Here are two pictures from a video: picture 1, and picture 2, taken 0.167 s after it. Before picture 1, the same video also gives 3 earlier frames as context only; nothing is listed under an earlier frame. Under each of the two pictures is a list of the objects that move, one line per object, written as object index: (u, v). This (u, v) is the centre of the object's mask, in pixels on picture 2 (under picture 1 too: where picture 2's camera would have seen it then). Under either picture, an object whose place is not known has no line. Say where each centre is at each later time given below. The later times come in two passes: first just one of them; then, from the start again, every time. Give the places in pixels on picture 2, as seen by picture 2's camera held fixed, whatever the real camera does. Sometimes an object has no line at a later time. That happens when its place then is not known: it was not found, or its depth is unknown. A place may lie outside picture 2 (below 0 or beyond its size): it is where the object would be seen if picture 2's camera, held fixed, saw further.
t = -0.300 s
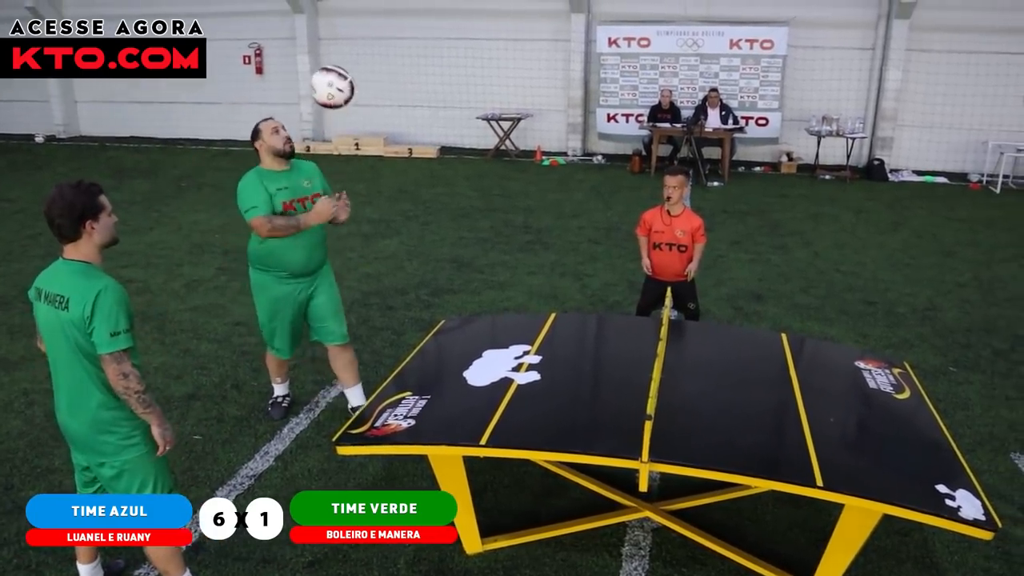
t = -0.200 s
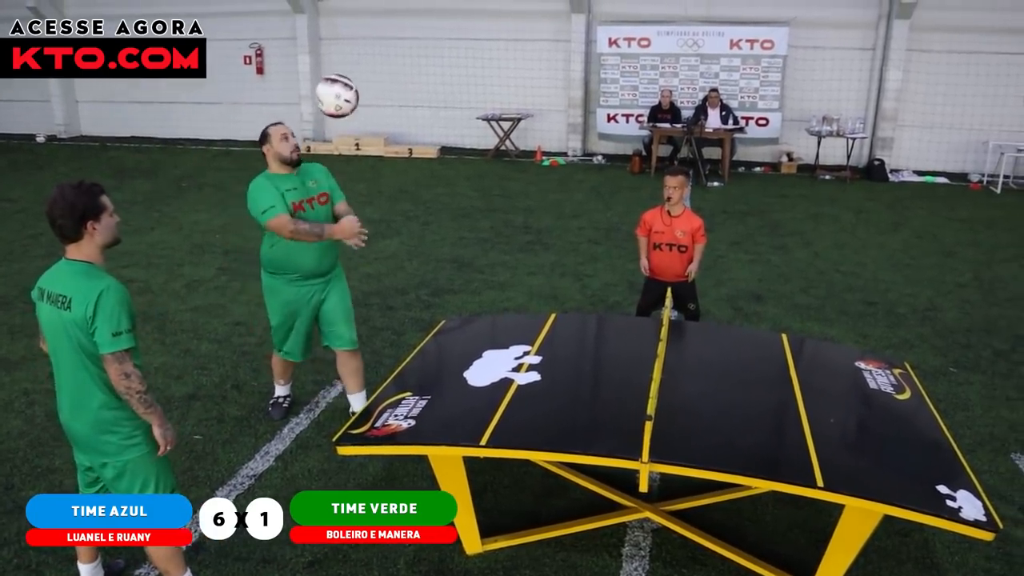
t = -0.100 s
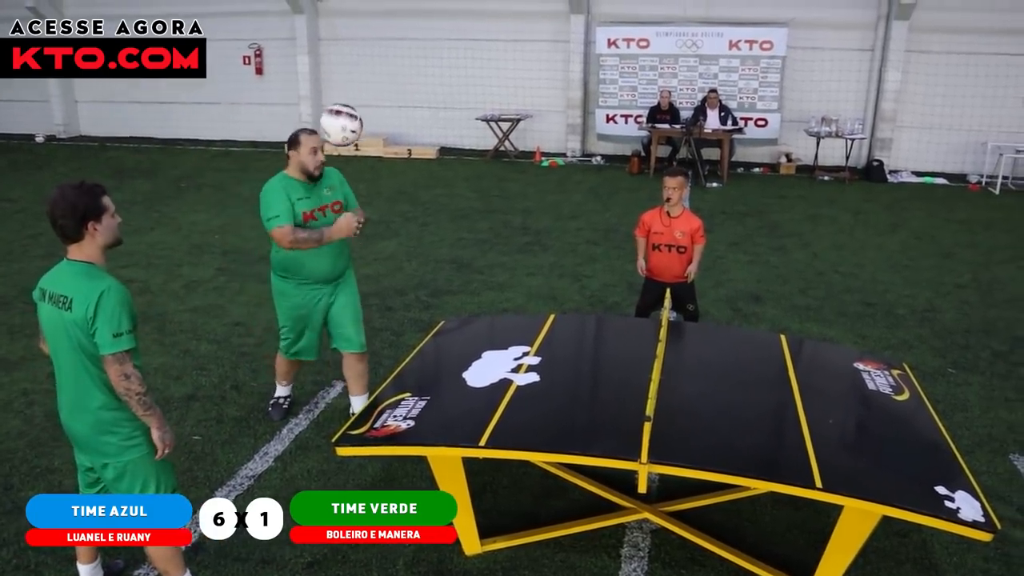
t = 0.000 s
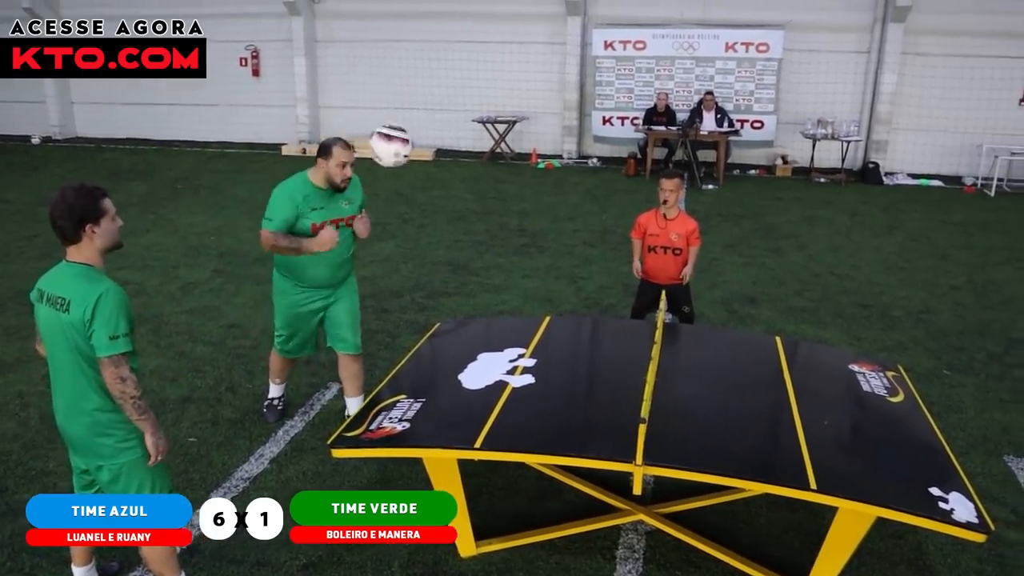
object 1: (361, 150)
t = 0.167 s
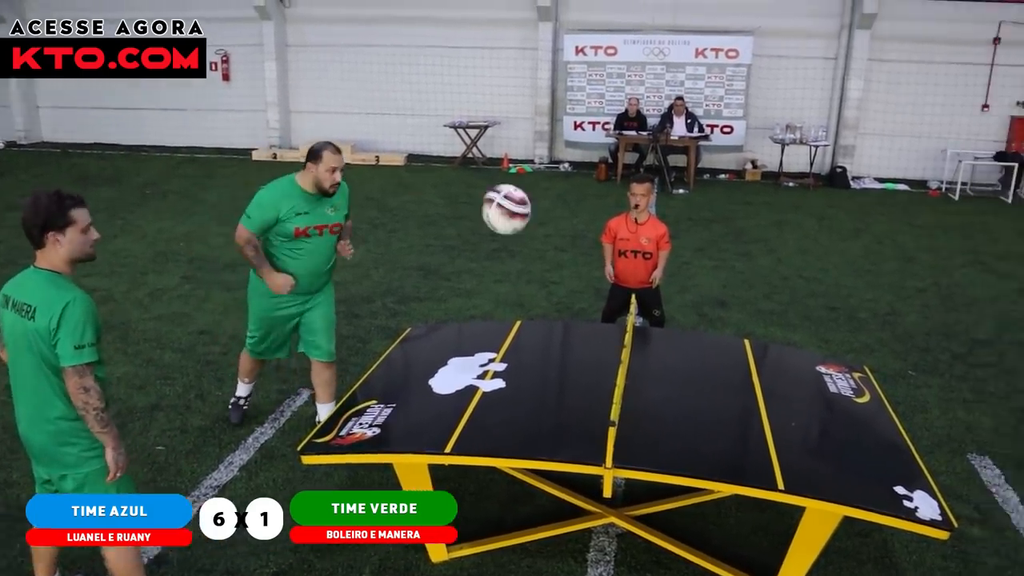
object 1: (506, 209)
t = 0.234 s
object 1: (568, 253)
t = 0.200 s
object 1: (537, 230)
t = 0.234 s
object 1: (568, 253)
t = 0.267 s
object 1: (600, 280)
